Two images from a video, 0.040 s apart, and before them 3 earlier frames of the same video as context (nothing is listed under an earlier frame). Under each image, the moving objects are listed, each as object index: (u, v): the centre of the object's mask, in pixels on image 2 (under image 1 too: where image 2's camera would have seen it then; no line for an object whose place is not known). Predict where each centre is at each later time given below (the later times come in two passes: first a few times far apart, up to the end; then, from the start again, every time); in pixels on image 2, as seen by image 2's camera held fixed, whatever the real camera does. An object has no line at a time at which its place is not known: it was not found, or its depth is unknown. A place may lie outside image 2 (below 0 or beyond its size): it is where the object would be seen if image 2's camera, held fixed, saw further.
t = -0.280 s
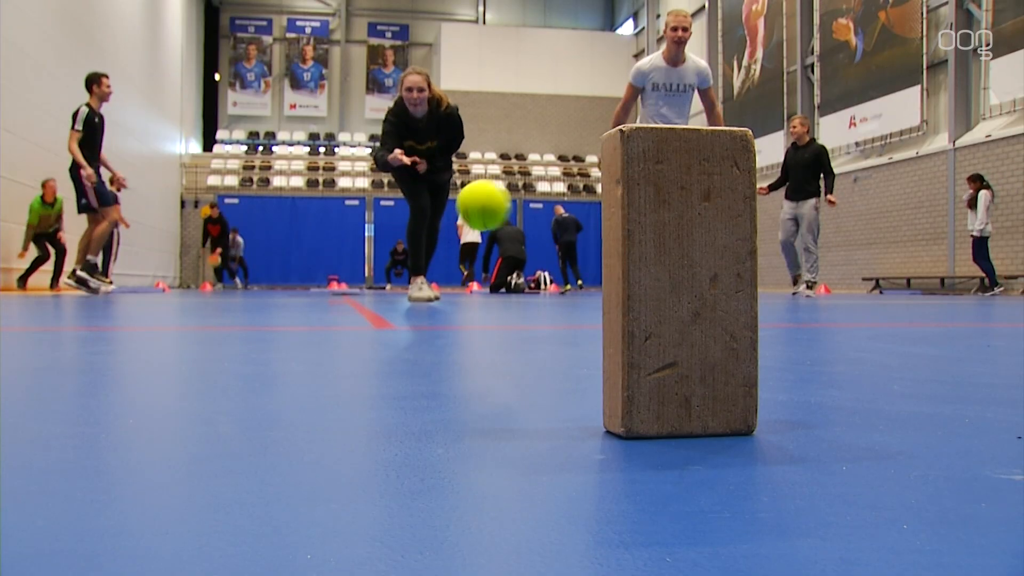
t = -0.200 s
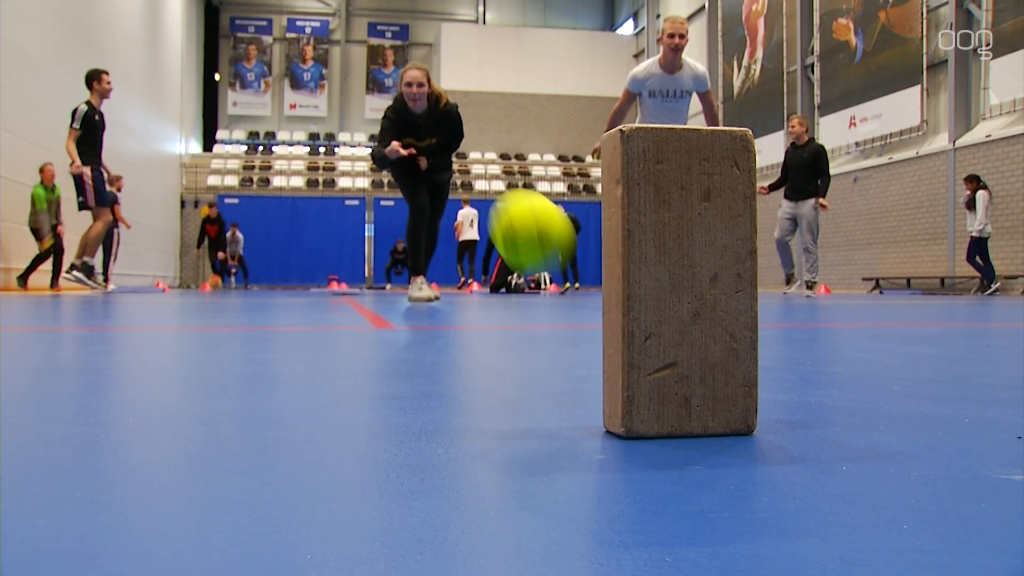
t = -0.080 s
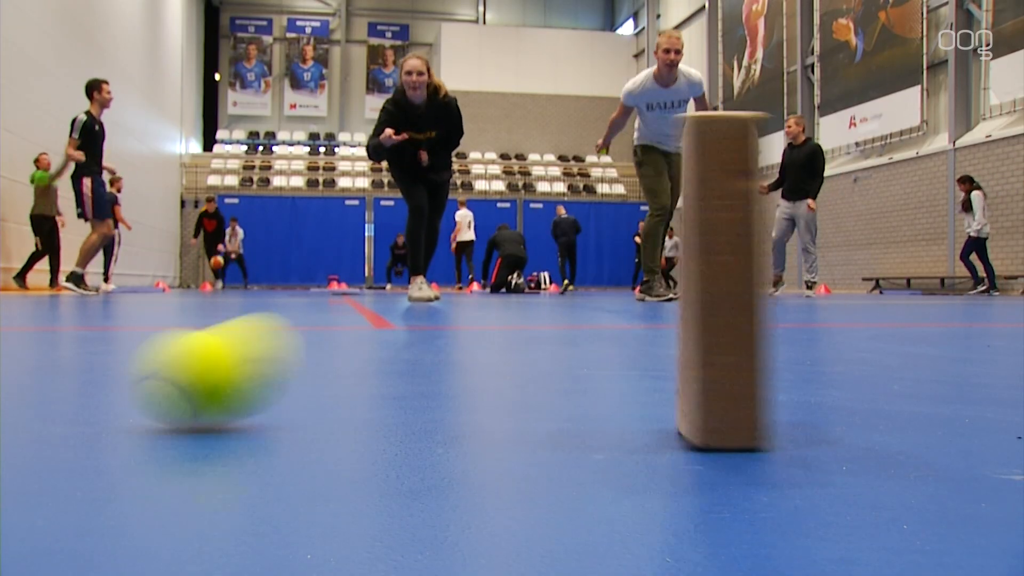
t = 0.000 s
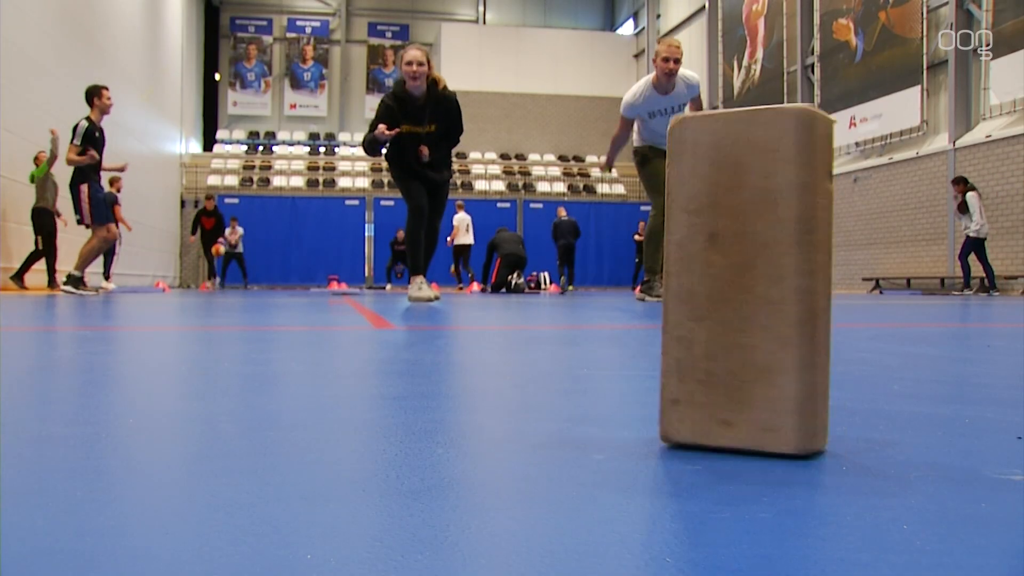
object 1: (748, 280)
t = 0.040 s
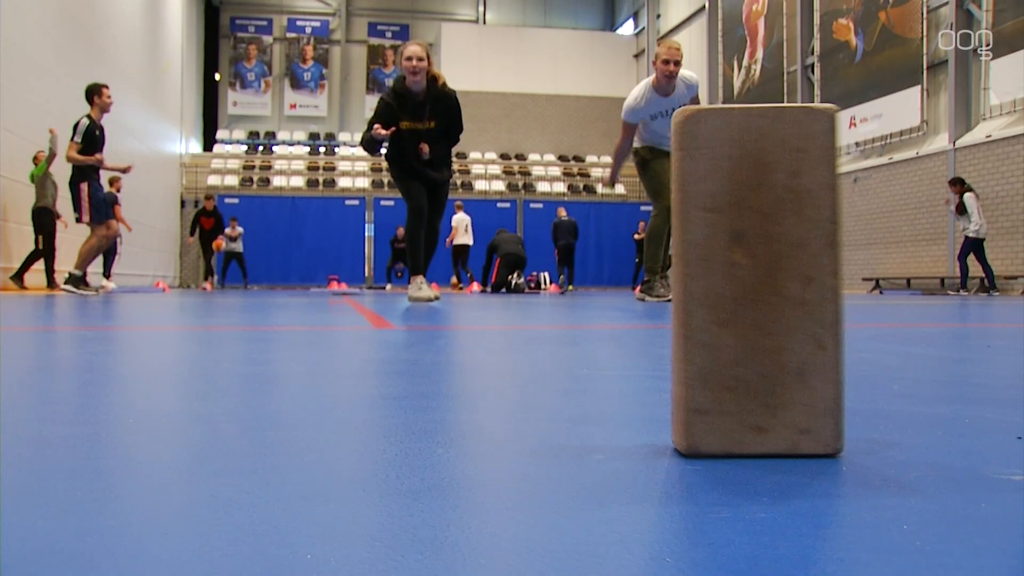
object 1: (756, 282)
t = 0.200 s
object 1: (777, 276)
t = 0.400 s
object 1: (857, 427)
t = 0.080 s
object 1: (759, 278)
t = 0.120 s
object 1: (762, 275)
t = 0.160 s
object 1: (766, 273)
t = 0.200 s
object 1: (777, 276)
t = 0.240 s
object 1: (792, 293)
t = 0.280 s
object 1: (815, 316)
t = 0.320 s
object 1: (823, 375)
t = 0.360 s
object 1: (853, 427)
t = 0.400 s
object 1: (857, 427)
